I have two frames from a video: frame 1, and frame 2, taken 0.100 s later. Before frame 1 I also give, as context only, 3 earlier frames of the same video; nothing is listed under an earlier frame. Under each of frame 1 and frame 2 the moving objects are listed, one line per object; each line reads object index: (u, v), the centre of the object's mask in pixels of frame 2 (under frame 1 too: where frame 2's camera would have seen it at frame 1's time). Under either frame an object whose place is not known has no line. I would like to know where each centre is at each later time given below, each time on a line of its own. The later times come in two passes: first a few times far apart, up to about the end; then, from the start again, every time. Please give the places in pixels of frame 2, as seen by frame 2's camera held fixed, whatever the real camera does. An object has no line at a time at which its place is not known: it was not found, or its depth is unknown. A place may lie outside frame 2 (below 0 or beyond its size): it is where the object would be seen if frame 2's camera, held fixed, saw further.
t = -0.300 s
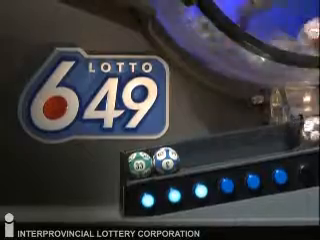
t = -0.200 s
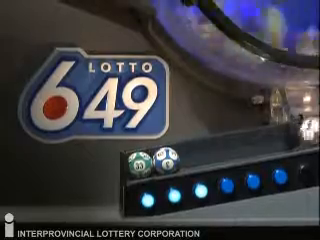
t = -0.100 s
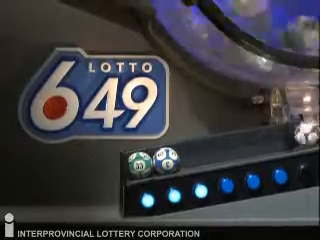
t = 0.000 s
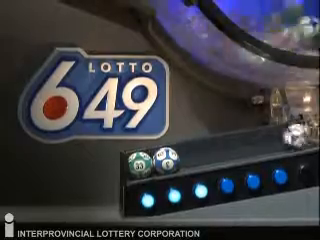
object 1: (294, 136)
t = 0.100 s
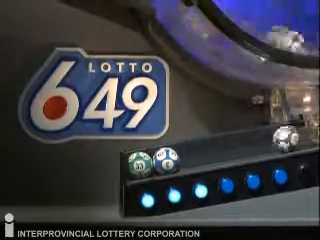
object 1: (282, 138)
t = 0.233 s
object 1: (266, 141)
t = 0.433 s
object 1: (219, 148)
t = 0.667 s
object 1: (194, 153)
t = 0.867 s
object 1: (190, 155)
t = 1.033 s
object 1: (188, 158)
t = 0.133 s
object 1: (278, 137)
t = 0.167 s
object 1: (274, 139)
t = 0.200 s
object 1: (271, 139)
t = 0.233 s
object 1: (266, 141)
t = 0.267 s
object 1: (261, 142)
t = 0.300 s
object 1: (253, 144)
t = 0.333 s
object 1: (248, 145)
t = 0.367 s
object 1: (240, 146)
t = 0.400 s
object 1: (233, 147)
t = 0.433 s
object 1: (219, 148)
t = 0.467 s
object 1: (209, 152)
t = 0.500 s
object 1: (200, 155)
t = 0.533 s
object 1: (193, 155)
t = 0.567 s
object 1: (191, 156)
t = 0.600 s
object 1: (195, 155)
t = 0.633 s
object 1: (192, 152)
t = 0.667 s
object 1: (194, 153)
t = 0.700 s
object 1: (195, 153)
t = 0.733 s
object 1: (195, 153)
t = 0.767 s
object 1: (195, 153)
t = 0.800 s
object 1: (194, 153)
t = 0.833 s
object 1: (192, 154)
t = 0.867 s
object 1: (190, 155)
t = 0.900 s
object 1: (187, 157)
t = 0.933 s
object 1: (187, 157)
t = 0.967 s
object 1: (188, 158)
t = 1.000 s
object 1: (188, 158)
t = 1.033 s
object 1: (188, 158)
